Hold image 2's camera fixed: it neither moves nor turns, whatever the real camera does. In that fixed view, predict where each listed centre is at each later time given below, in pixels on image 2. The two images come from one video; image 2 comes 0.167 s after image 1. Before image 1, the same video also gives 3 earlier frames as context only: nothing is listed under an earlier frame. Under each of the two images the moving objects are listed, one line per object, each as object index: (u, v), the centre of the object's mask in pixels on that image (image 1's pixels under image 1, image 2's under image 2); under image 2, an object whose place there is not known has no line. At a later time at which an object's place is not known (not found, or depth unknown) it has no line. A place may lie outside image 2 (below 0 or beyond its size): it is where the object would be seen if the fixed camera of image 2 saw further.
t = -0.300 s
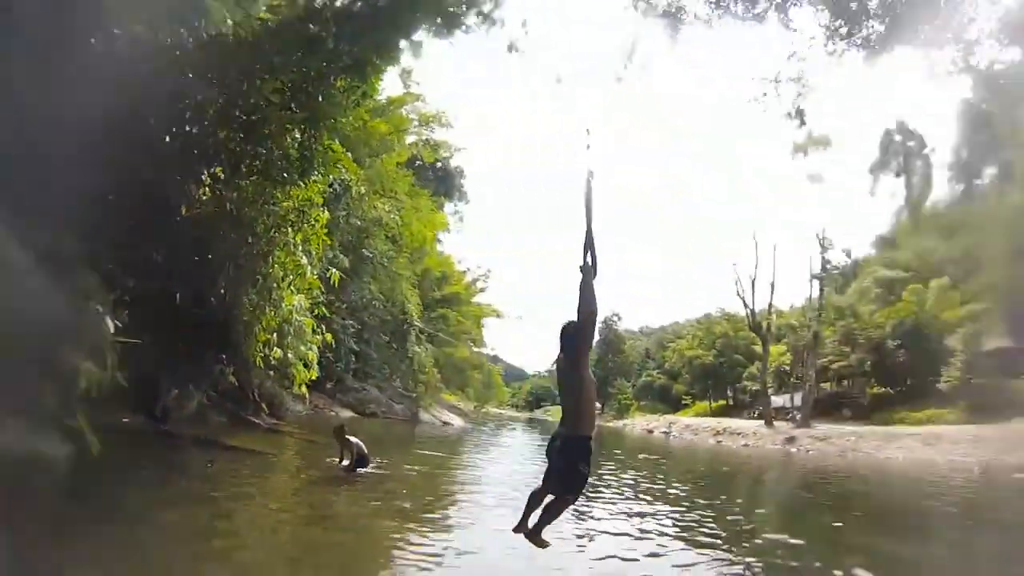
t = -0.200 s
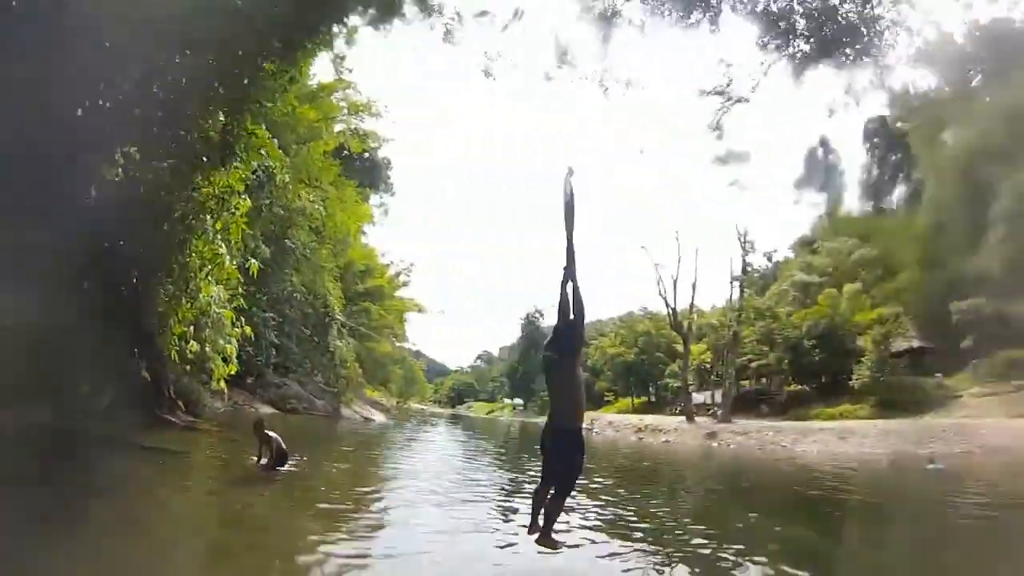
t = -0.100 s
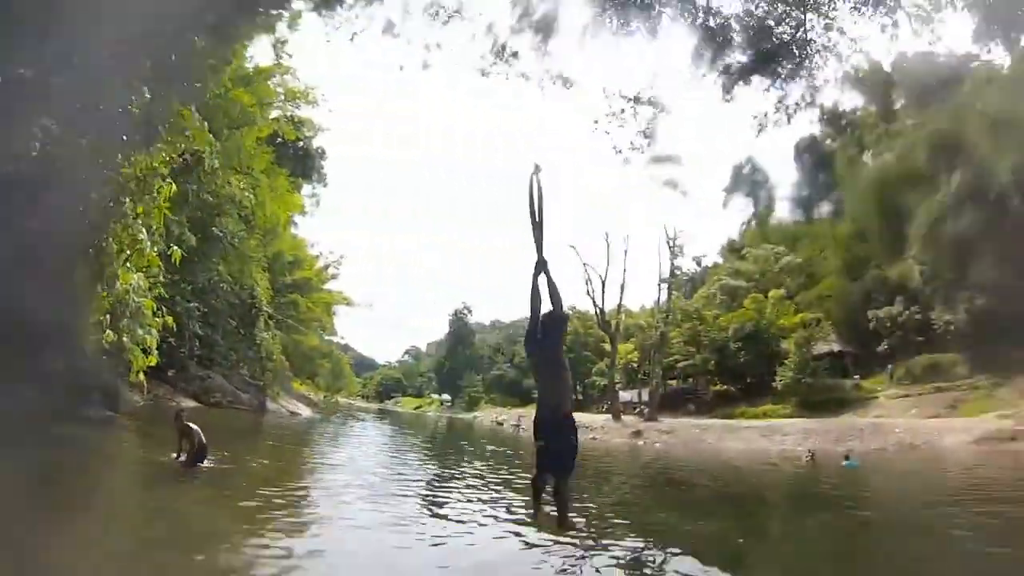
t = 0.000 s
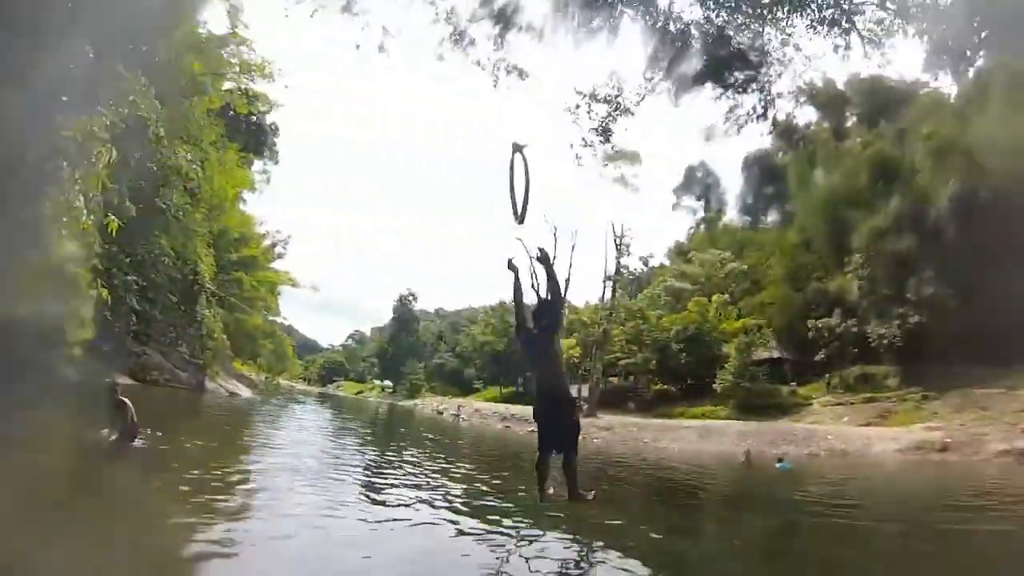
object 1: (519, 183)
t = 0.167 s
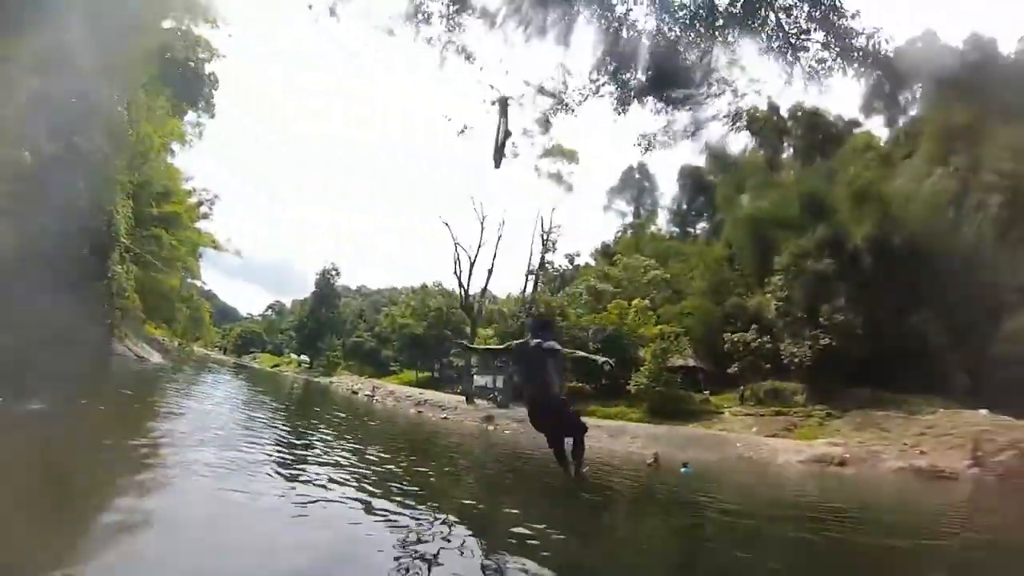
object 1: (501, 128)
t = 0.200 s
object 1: (504, 122)
